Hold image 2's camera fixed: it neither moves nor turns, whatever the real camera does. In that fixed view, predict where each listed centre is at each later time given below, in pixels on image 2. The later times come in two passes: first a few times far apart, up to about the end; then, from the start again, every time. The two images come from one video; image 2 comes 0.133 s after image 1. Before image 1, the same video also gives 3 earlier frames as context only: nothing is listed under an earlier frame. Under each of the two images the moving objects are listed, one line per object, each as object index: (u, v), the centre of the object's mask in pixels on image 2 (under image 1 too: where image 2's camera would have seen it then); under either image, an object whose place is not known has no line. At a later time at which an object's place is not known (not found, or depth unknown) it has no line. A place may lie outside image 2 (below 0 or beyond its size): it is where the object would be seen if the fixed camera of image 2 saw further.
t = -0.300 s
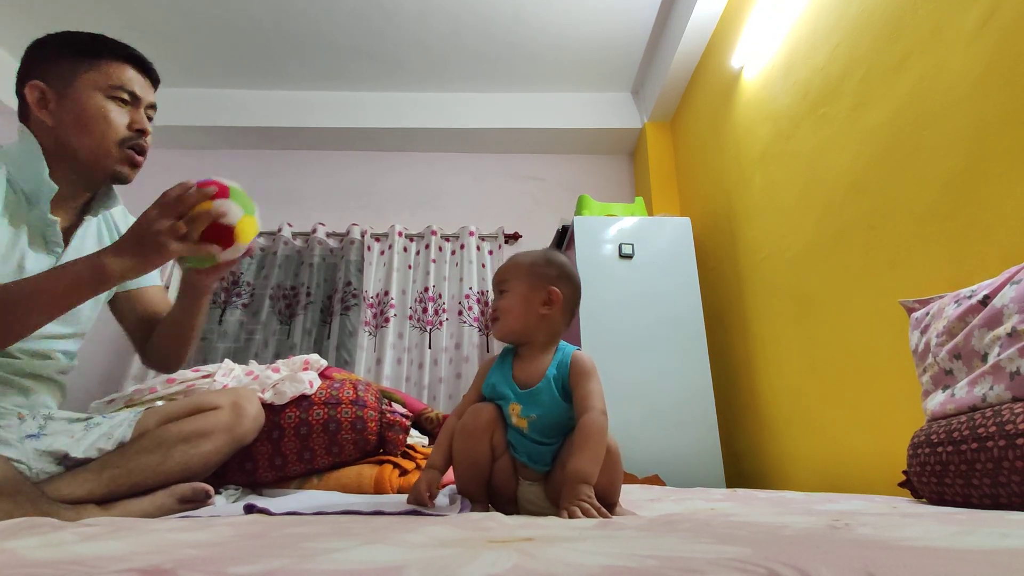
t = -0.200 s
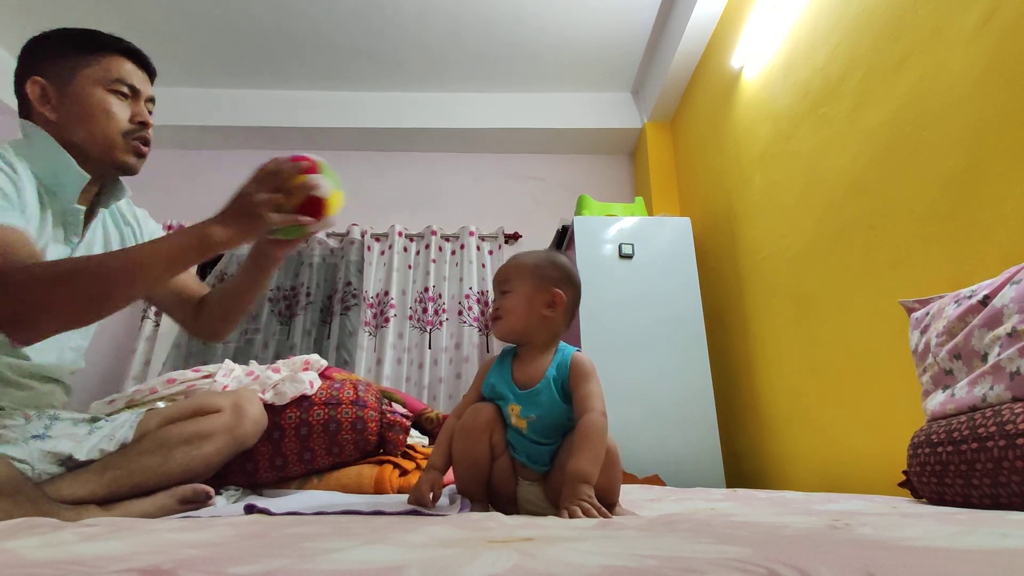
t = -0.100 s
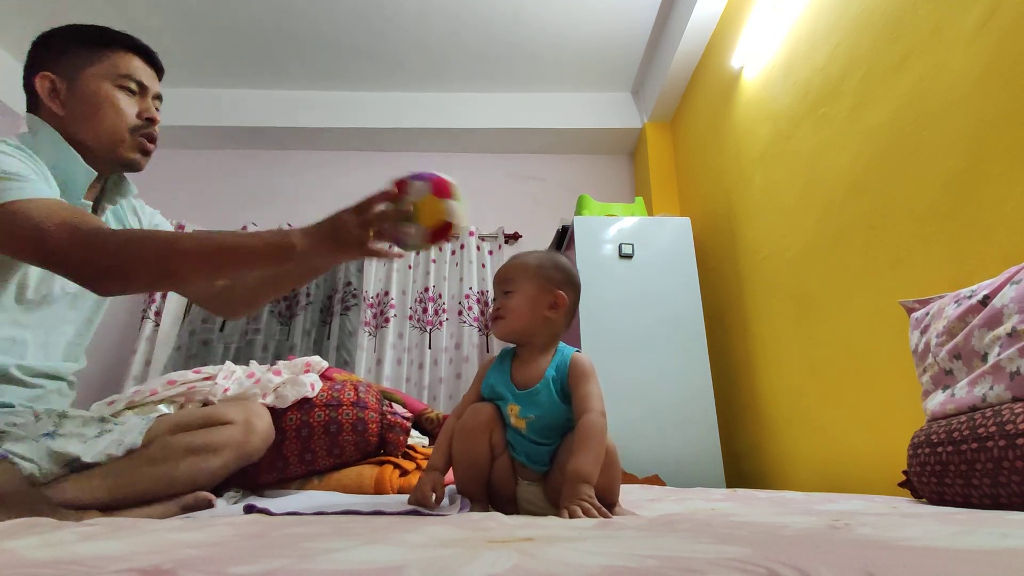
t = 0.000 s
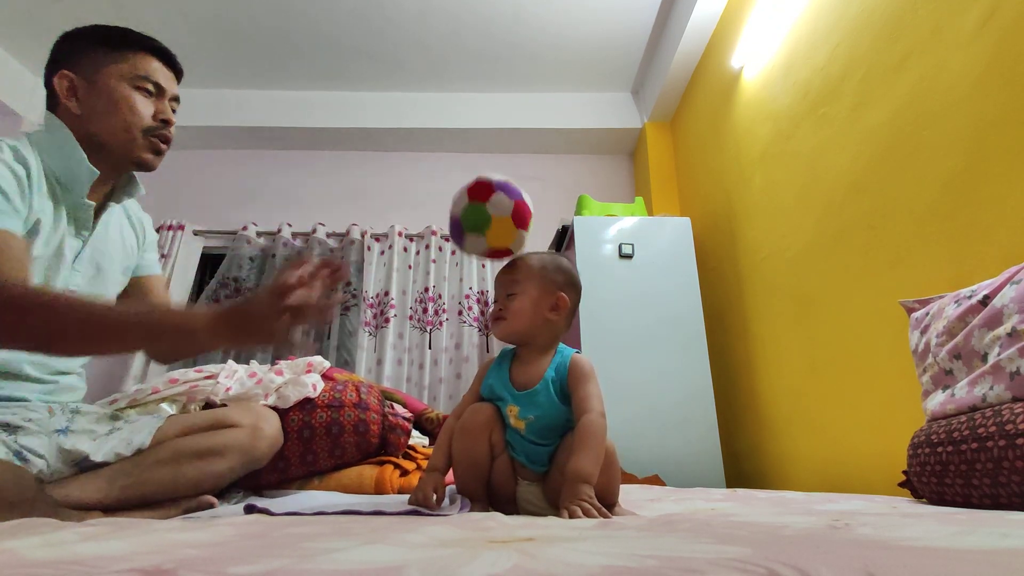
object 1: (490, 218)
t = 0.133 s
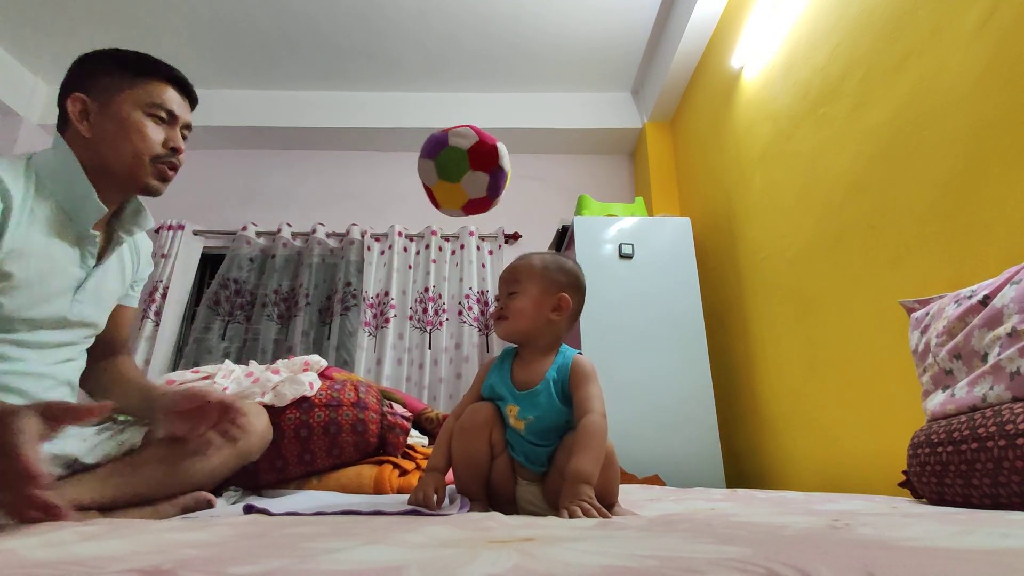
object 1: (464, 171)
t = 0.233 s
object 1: (436, 195)
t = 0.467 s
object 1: (350, 441)
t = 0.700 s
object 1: (300, 341)
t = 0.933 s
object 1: (185, 413)
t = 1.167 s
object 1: (123, 385)
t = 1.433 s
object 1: (163, 368)
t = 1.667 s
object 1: (193, 347)
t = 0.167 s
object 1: (456, 172)
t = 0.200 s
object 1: (446, 180)
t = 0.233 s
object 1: (436, 195)
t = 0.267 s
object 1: (426, 217)
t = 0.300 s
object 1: (414, 248)
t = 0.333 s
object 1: (398, 291)
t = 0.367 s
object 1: (384, 344)
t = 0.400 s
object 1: (365, 415)
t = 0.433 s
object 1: (351, 476)
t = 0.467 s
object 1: (350, 441)
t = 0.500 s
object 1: (346, 394)
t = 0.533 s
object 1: (341, 357)
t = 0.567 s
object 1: (336, 333)
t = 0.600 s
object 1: (329, 319)
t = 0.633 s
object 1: (321, 315)
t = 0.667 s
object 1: (311, 322)
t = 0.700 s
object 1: (300, 341)
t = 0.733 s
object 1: (287, 372)
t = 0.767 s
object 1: (274, 415)
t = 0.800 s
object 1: (251, 461)
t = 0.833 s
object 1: (237, 441)
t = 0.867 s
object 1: (223, 415)
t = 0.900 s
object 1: (206, 406)
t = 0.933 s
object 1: (185, 413)
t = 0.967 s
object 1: (158, 433)
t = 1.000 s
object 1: (145, 433)
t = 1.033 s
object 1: (138, 411)
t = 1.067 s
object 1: (132, 403)
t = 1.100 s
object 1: (127, 404)
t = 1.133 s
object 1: (124, 395)
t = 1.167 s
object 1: (123, 385)
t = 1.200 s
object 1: (122, 383)
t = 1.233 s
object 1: (123, 377)
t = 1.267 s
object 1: (126, 373)
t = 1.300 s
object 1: (129, 372)
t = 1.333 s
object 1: (136, 369)
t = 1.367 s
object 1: (143, 370)
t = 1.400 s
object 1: (152, 369)
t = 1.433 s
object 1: (163, 368)
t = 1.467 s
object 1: (173, 365)
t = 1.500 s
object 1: (181, 363)
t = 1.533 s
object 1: (187, 360)
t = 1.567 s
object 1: (192, 357)
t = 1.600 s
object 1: (194, 353)
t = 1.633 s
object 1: (194, 349)
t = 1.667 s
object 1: (193, 347)
